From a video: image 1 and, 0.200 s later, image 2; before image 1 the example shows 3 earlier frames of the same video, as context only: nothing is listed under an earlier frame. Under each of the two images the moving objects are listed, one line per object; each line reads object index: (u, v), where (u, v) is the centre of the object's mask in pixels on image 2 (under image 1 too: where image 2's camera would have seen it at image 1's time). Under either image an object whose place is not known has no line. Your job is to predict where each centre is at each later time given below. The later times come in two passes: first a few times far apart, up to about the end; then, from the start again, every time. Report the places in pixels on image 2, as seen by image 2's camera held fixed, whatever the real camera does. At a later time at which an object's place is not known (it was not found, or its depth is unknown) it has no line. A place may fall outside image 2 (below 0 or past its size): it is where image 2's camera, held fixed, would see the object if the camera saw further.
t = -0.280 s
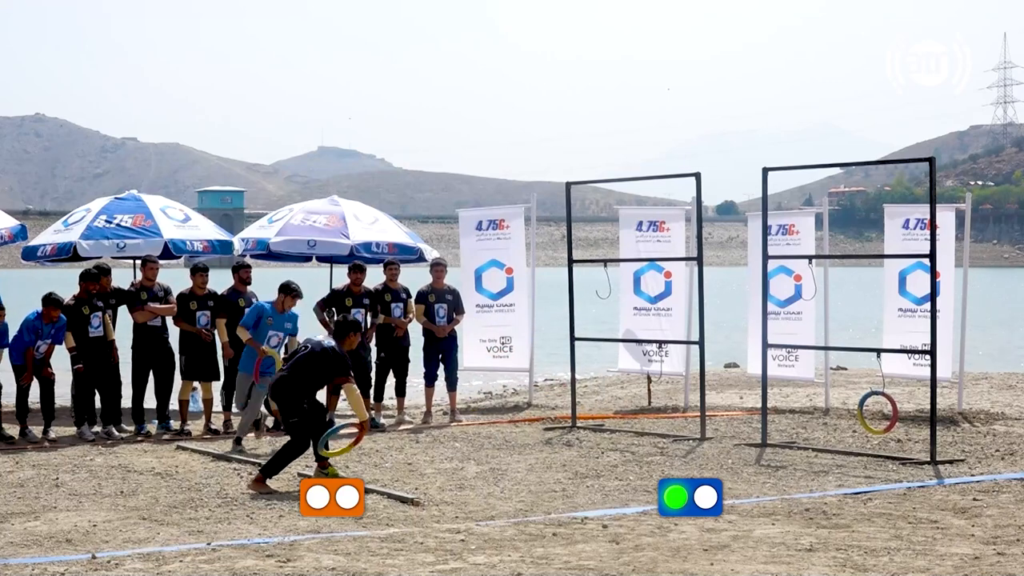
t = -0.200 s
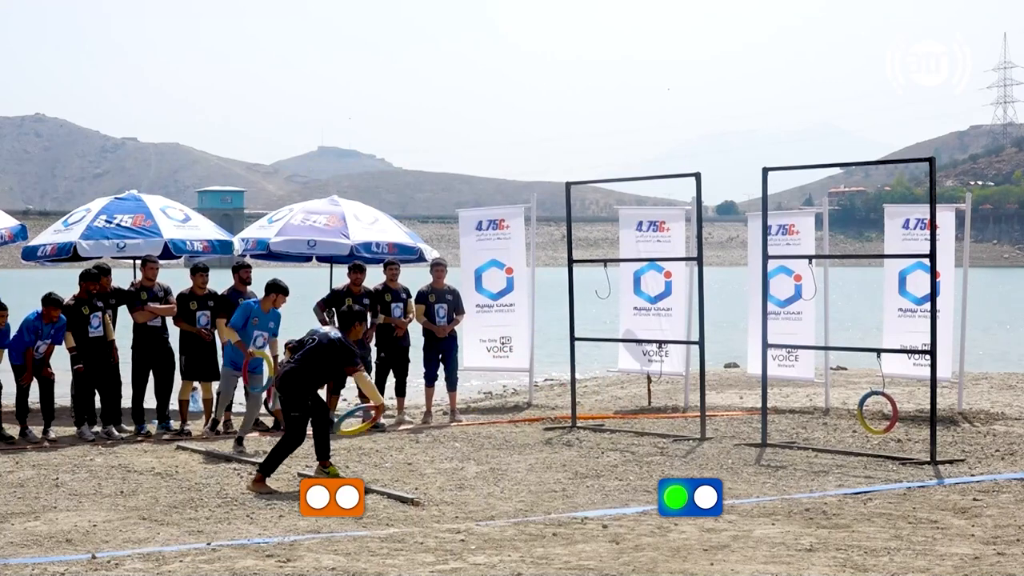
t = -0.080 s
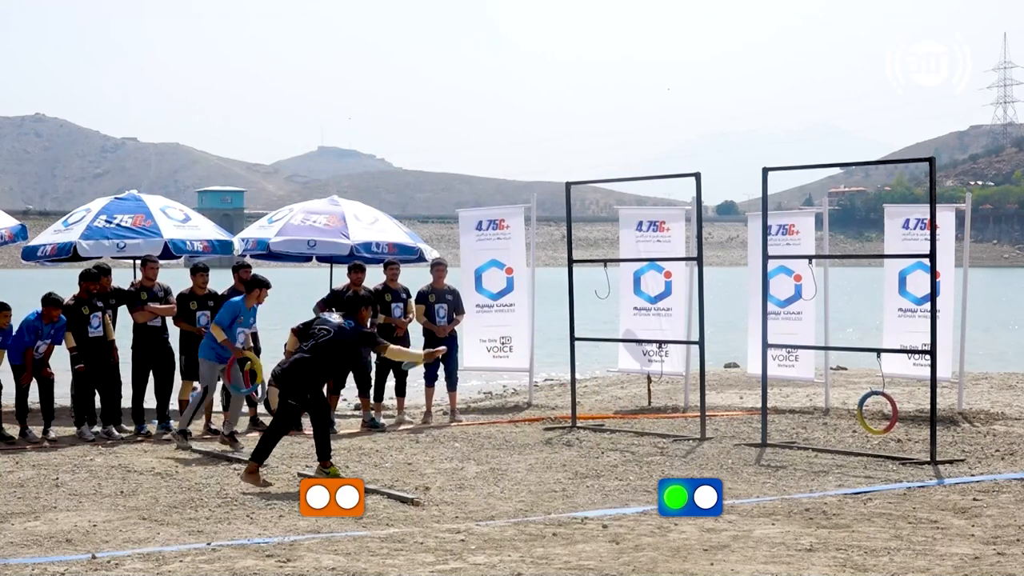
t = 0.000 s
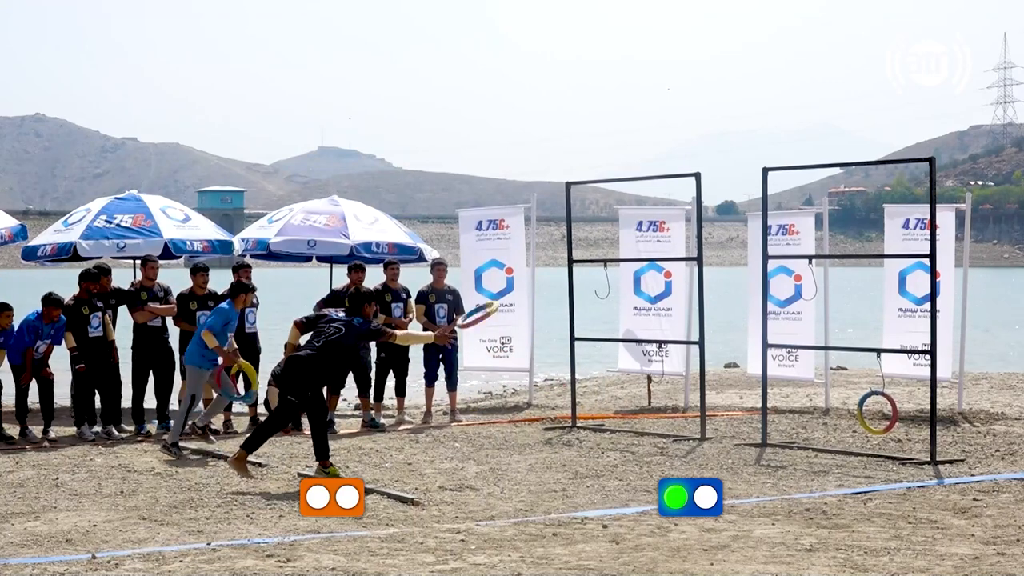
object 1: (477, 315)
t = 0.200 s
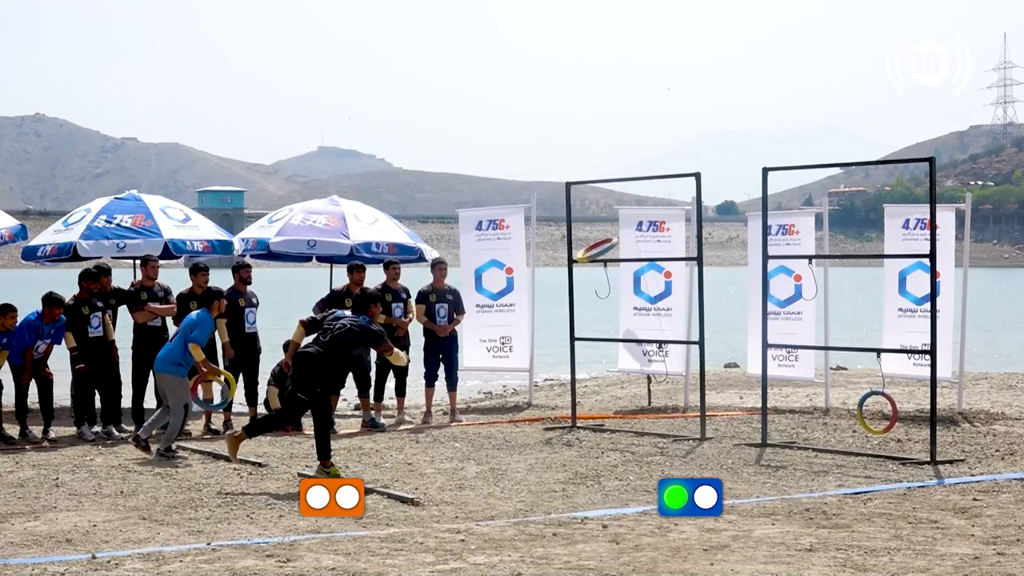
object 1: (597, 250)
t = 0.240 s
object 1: (619, 242)
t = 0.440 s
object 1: (719, 238)
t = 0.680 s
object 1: (809, 287)
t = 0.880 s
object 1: (798, 337)
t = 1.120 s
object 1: (733, 379)
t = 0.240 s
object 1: (619, 242)
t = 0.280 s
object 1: (640, 238)
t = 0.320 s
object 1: (661, 236)
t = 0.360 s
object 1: (682, 235)
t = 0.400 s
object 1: (701, 235)
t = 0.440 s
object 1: (719, 238)
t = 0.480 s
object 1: (737, 243)
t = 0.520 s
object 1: (755, 248)
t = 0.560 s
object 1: (772, 255)
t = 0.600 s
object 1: (789, 264)
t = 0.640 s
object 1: (805, 274)
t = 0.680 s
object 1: (809, 287)
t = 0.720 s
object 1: (811, 302)
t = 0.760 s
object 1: (813, 319)
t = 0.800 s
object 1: (814, 335)
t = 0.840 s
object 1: (808, 336)
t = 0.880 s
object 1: (798, 337)
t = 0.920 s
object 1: (787, 340)
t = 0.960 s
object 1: (776, 344)
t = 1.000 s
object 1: (765, 350)
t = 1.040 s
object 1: (755, 358)
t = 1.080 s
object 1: (744, 367)
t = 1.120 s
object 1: (733, 379)
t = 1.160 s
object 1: (723, 391)
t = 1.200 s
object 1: (712, 406)
